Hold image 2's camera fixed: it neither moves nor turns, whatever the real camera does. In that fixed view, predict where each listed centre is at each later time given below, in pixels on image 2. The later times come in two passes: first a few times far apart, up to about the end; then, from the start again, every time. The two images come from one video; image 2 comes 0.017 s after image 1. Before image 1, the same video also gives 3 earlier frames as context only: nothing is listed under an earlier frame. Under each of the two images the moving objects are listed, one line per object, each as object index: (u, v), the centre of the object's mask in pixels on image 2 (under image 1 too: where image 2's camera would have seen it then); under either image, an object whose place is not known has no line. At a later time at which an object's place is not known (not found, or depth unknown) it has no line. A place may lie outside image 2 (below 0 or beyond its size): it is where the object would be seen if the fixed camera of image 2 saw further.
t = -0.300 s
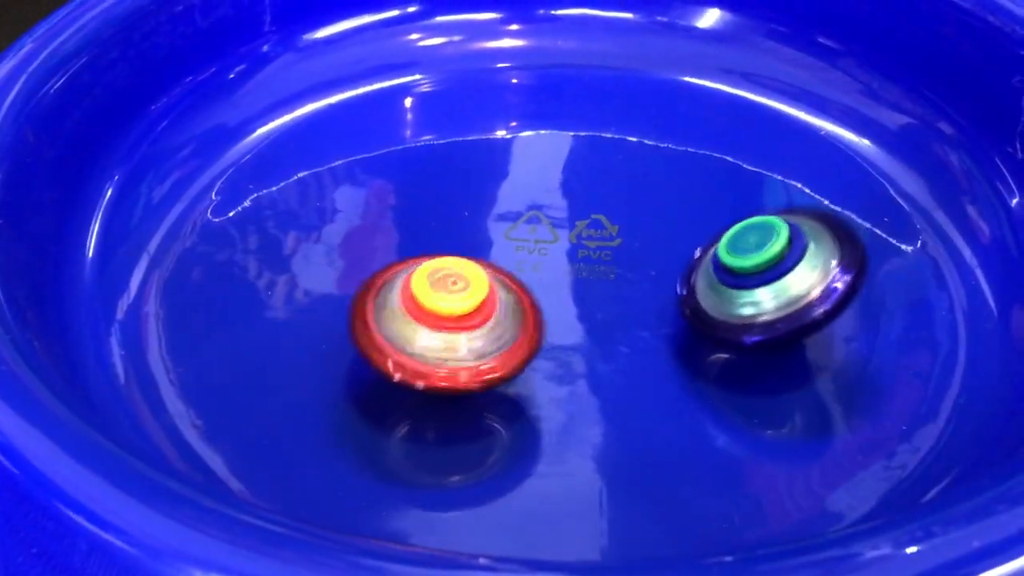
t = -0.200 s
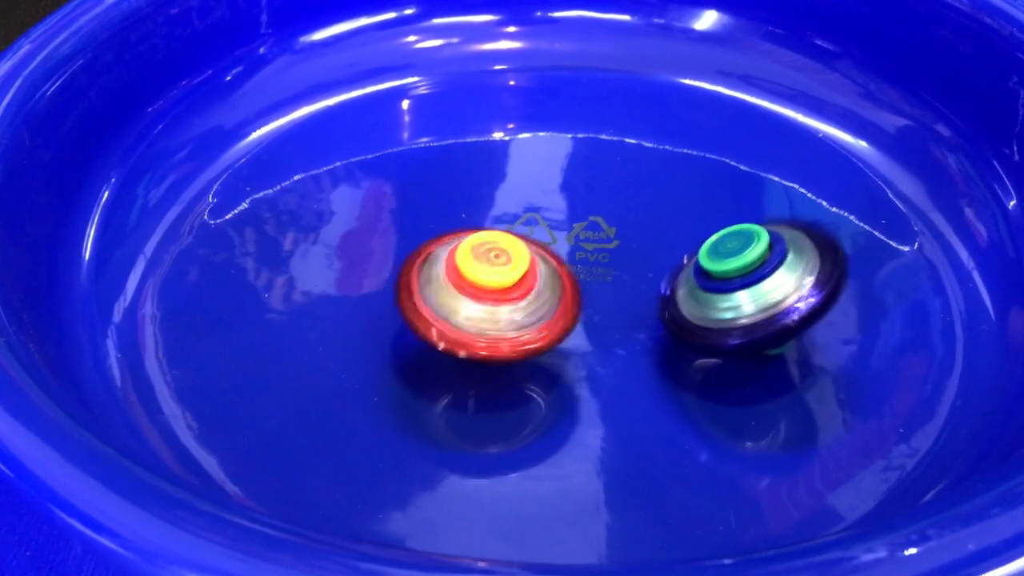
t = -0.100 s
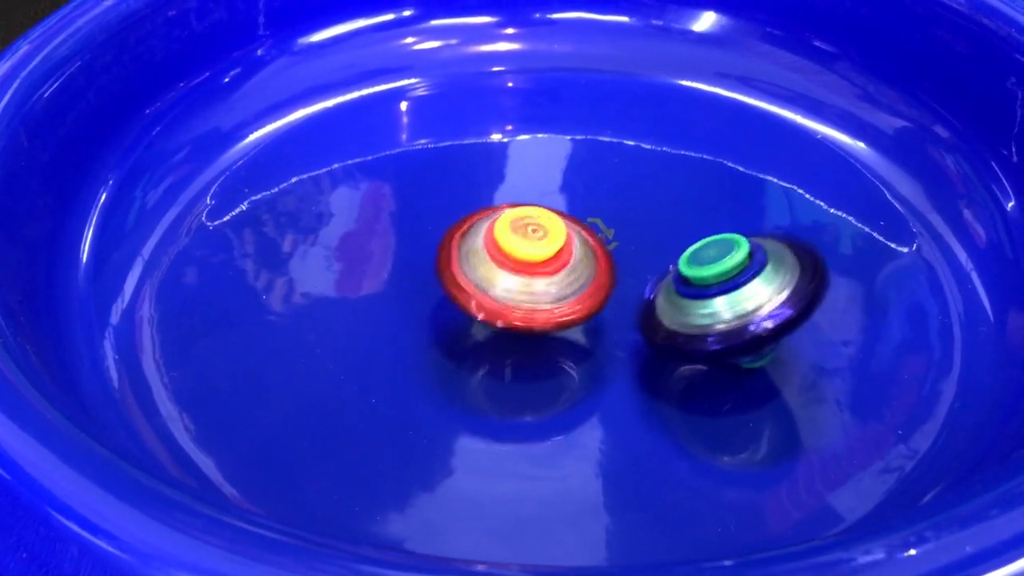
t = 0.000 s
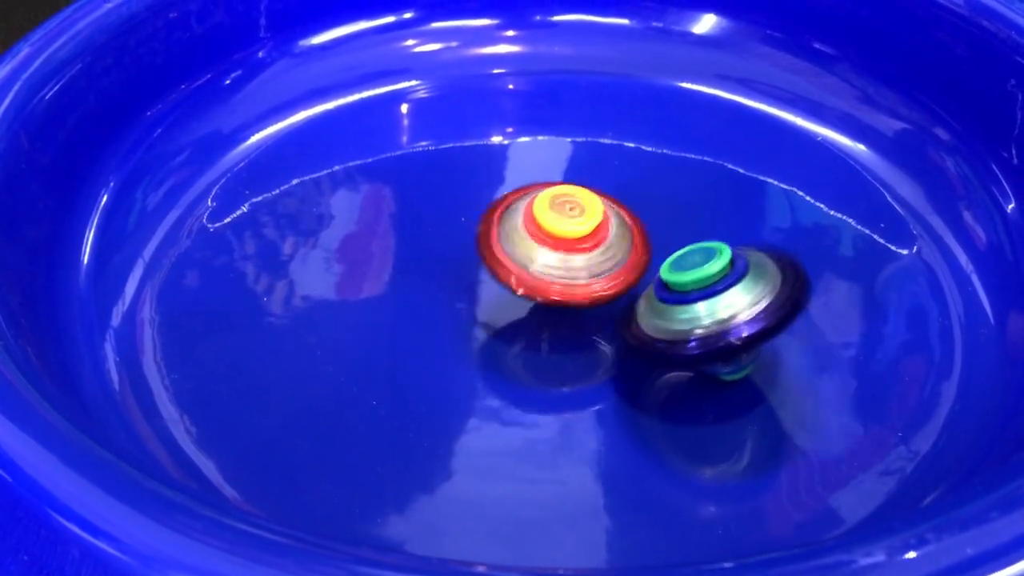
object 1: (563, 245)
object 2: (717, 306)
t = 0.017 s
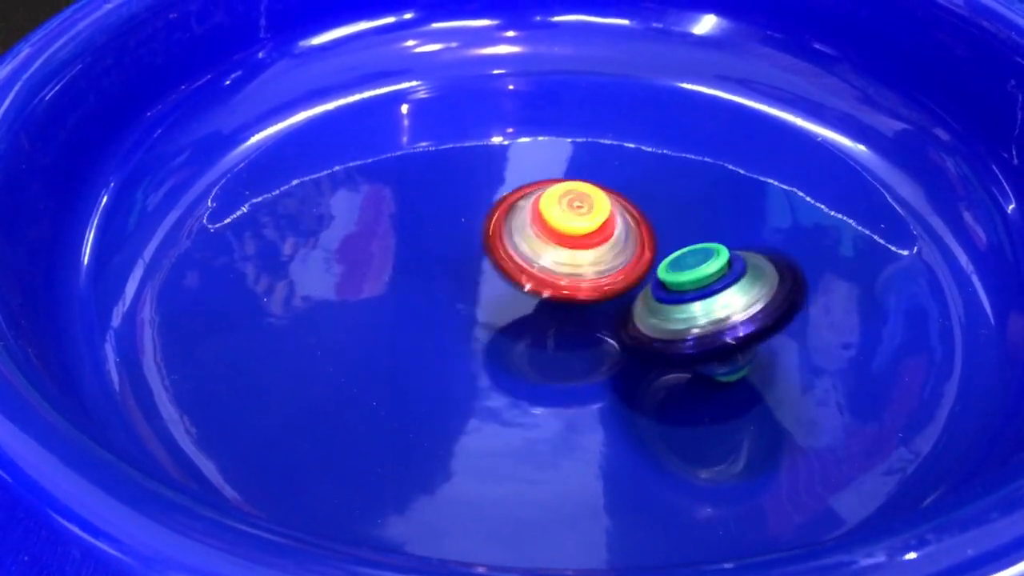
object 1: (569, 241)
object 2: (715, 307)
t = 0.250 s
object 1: (637, 184)
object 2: (642, 327)
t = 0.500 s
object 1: (692, 140)
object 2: (542, 327)
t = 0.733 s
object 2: (458, 310)
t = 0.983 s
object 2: (393, 276)
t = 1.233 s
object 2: (361, 234)
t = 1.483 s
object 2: (359, 191)
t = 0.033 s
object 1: (575, 236)
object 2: (711, 308)
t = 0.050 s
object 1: (581, 233)
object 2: (706, 310)
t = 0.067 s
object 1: (586, 227)
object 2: (703, 312)
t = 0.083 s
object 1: (590, 224)
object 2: (700, 314)
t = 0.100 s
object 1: (596, 219)
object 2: (695, 316)
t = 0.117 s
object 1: (600, 216)
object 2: (691, 317)
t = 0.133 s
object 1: (605, 211)
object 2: (684, 319)
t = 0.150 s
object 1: (610, 207)
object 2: (678, 321)
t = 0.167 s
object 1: (614, 203)
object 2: (673, 322)
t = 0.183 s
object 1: (619, 199)
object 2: (666, 324)
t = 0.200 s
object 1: (624, 196)
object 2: (660, 324)
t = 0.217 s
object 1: (628, 191)
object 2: (654, 325)
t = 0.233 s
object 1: (634, 187)
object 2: (648, 326)
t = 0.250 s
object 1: (637, 184)
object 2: (642, 327)
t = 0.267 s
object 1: (641, 181)
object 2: (635, 328)
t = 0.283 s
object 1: (646, 177)
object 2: (629, 328)
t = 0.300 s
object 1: (649, 174)
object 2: (622, 329)
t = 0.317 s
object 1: (653, 170)
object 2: (615, 329)
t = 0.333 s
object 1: (657, 167)
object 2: (609, 329)
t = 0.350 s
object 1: (660, 164)
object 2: (602, 330)
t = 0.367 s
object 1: (664, 161)
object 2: (596, 330)
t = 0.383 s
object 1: (668, 157)
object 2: (589, 330)
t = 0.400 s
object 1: (671, 155)
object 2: (582, 329)
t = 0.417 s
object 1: (675, 152)
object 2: (575, 330)
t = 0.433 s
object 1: (678, 149)
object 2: (569, 329)
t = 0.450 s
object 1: (682, 147)
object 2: (562, 328)
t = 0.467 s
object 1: (685, 144)
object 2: (555, 328)
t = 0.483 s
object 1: (689, 142)
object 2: (548, 328)
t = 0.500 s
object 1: (692, 140)
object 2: (542, 327)
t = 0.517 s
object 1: (694, 137)
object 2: (535, 326)
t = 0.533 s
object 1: (697, 135)
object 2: (529, 325)
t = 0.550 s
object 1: (700, 133)
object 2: (522, 325)
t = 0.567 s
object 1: (702, 131)
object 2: (516, 324)
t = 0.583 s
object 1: (704, 129)
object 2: (510, 323)
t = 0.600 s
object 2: (503, 322)
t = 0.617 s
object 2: (498, 321)
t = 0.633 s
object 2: (492, 319)
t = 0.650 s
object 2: (486, 318)
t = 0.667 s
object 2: (480, 316)
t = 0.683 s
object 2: (474, 315)
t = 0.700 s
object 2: (469, 313)
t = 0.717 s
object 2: (463, 311)
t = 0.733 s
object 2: (458, 310)
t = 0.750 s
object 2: (453, 308)
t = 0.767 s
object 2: (447, 306)
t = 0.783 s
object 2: (442, 304)
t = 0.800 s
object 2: (437, 302)
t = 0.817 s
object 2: (433, 300)
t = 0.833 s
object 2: (428, 297)
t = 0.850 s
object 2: (423, 295)
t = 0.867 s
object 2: (419, 293)
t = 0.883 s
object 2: (415, 291)
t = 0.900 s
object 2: (411, 288)
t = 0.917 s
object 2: (407, 286)
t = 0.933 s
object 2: (403, 283)
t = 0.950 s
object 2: (399, 281)
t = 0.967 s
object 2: (396, 278)
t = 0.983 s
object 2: (393, 276)
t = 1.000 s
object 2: (390, 273)
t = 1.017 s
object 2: (387, 271)
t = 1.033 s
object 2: (384, 268)
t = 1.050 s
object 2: (381, 266)
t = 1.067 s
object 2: (379, 263)
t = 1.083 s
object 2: (376, 260)
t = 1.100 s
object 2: (374, 257)
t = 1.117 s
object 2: (372, 254)
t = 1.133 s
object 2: (370, 251)
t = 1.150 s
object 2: (369, 249)
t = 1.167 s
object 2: (367, 246)
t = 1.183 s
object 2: (365, 242)
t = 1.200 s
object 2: (364, 240)
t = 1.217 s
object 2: (362, 237)
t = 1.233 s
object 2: (361, 234)
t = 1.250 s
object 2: (360, 231)
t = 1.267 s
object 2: (359, 228)
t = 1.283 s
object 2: (358, 225)
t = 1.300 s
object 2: (357, 222)
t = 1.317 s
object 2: (357, 219)
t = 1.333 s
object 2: (356, 216)
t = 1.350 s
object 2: (356, 214)
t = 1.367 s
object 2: (356, 211)
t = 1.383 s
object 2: (356, 207)
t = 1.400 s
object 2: (357, 204)
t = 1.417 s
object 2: (357, 201)
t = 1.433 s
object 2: (358, 199)
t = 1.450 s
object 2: (358, 196)
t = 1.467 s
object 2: (358, 193)
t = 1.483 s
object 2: (359, 191)
